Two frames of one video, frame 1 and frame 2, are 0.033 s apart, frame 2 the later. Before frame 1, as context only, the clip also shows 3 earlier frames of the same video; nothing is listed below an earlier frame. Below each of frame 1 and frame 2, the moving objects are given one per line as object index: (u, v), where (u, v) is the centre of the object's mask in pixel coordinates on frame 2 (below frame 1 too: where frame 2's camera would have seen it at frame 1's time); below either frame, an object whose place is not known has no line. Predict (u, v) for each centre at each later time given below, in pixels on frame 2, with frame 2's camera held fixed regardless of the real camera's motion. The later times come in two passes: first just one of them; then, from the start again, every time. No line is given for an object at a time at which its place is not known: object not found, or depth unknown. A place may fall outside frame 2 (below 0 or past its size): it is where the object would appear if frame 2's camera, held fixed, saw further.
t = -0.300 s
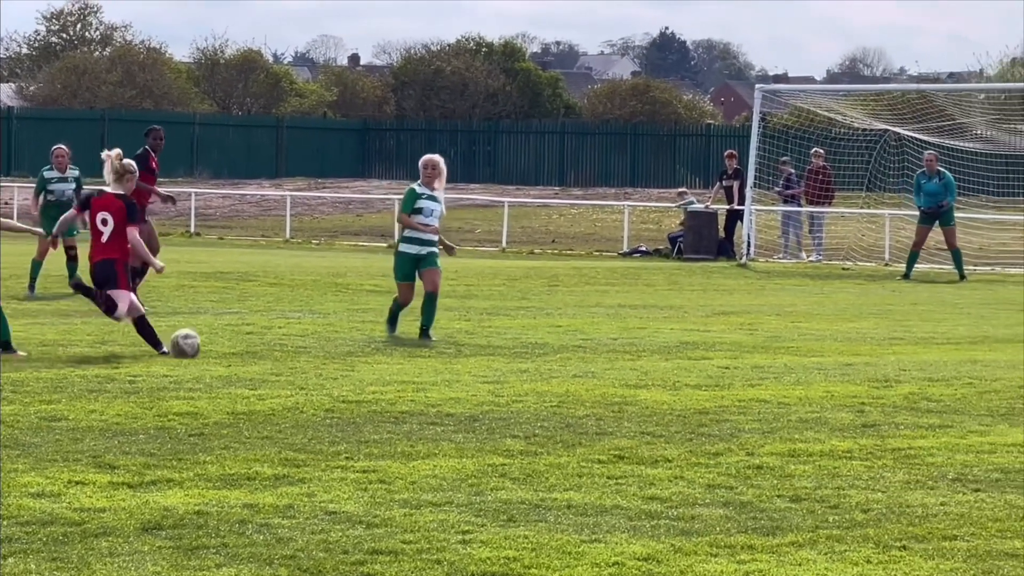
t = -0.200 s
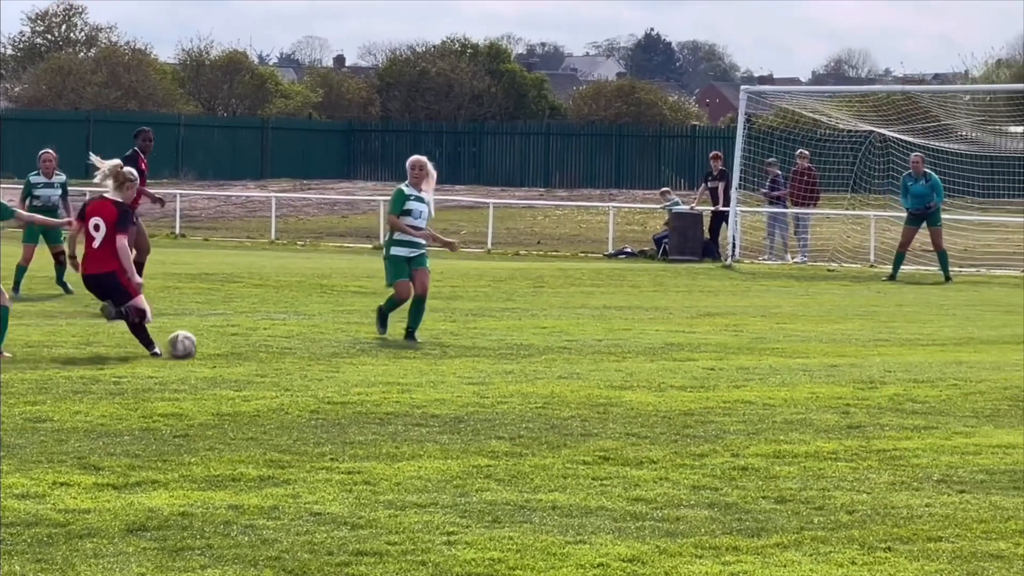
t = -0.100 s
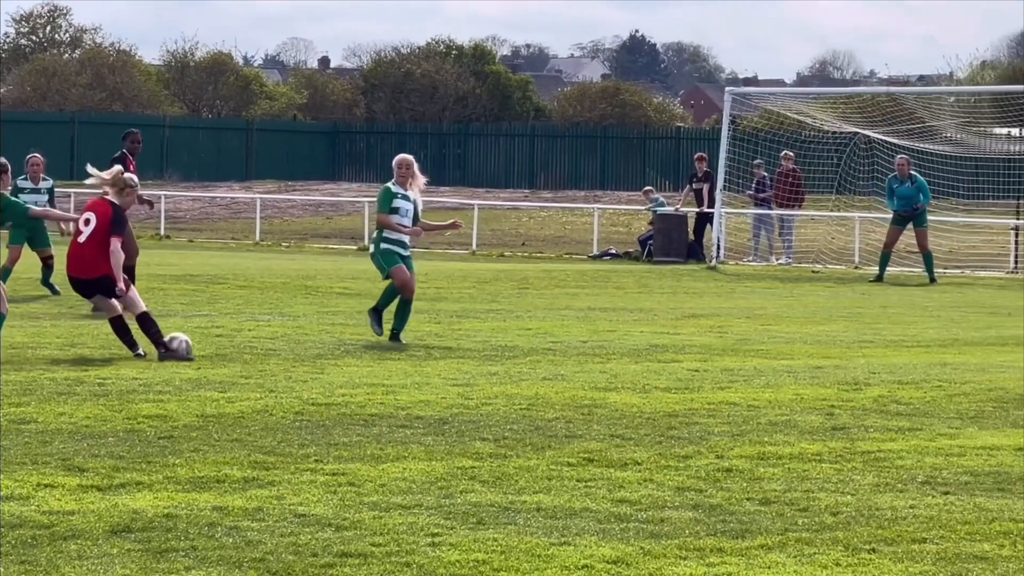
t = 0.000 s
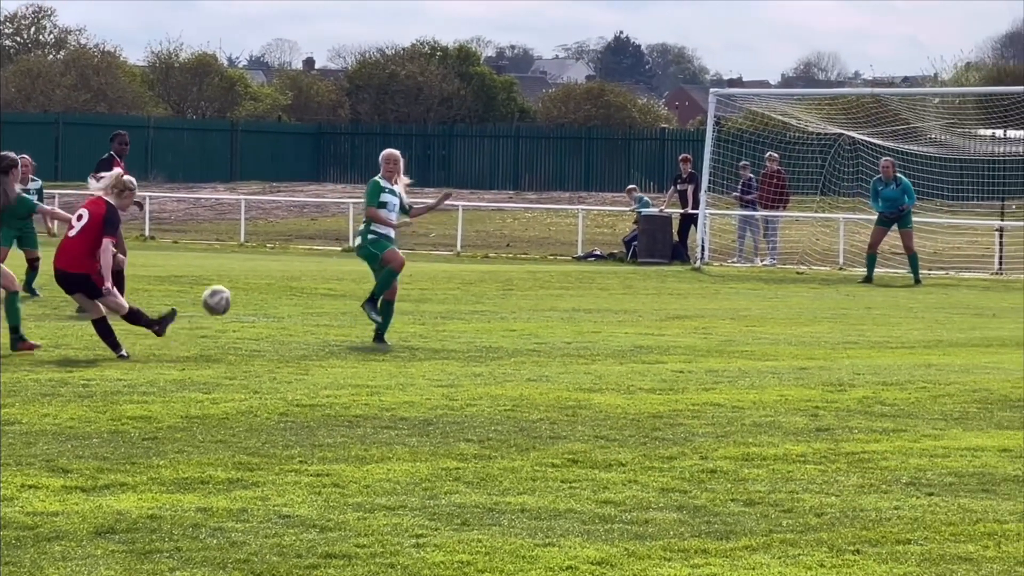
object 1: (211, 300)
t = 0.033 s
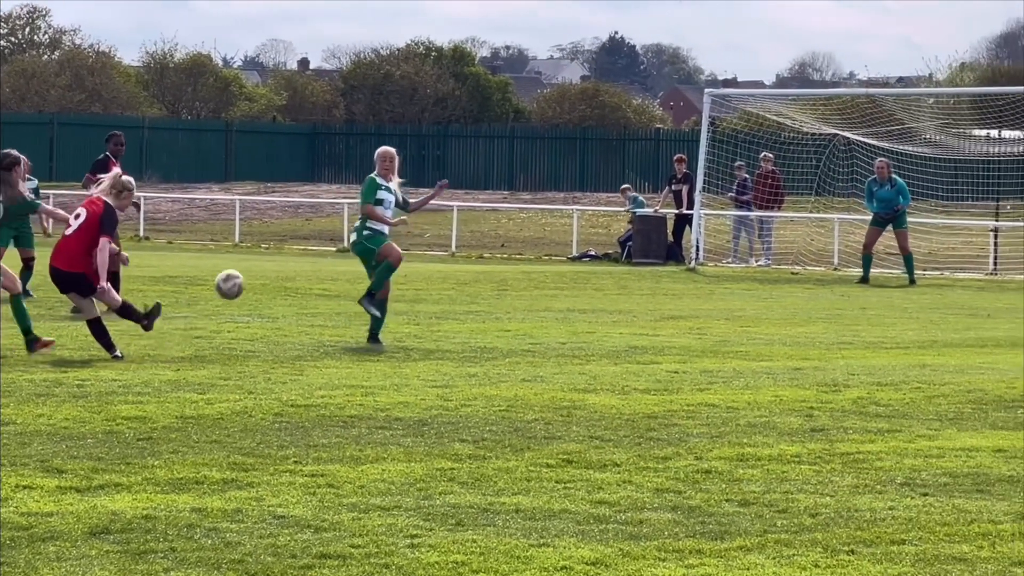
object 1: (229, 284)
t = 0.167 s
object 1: (300, 225)
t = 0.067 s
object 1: (248, 269)
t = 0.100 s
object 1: (266, 254)
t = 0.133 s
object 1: (284, 239)
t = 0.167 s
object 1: (300, 225)
